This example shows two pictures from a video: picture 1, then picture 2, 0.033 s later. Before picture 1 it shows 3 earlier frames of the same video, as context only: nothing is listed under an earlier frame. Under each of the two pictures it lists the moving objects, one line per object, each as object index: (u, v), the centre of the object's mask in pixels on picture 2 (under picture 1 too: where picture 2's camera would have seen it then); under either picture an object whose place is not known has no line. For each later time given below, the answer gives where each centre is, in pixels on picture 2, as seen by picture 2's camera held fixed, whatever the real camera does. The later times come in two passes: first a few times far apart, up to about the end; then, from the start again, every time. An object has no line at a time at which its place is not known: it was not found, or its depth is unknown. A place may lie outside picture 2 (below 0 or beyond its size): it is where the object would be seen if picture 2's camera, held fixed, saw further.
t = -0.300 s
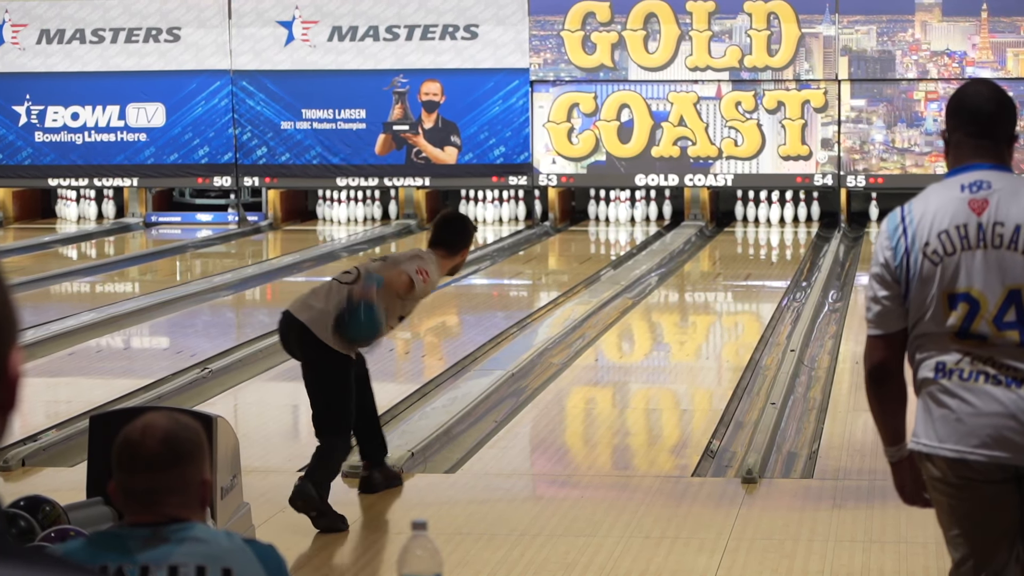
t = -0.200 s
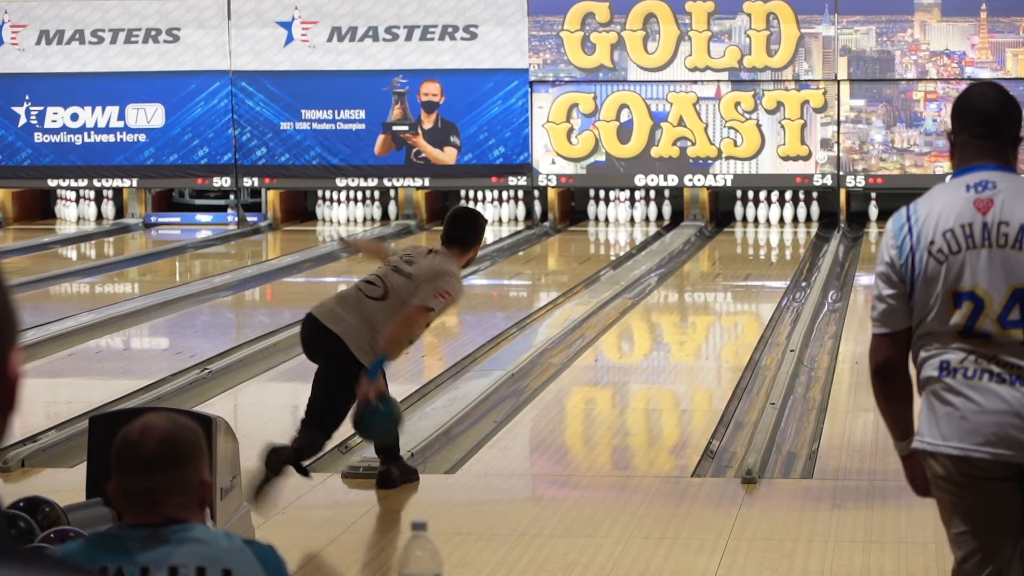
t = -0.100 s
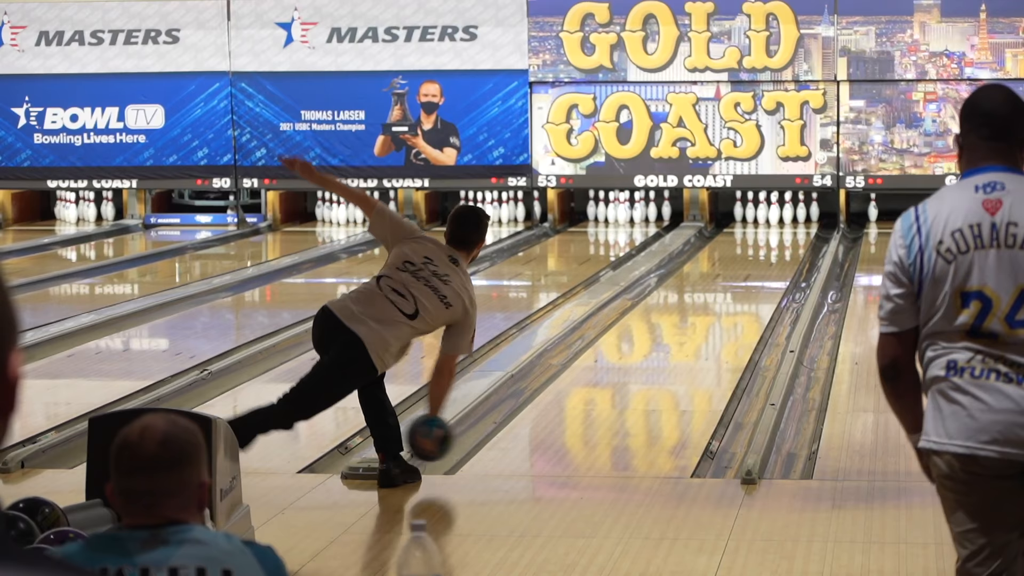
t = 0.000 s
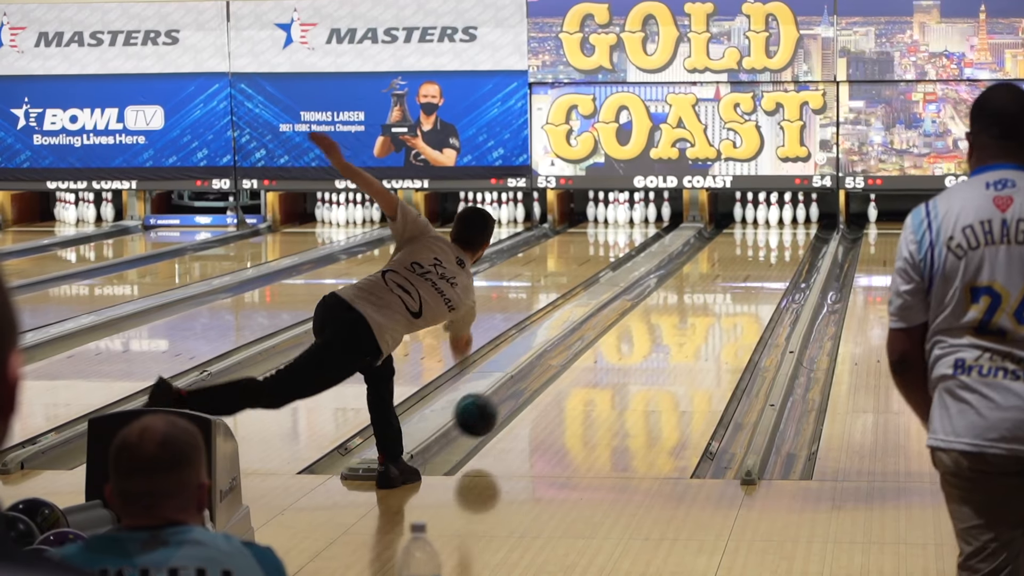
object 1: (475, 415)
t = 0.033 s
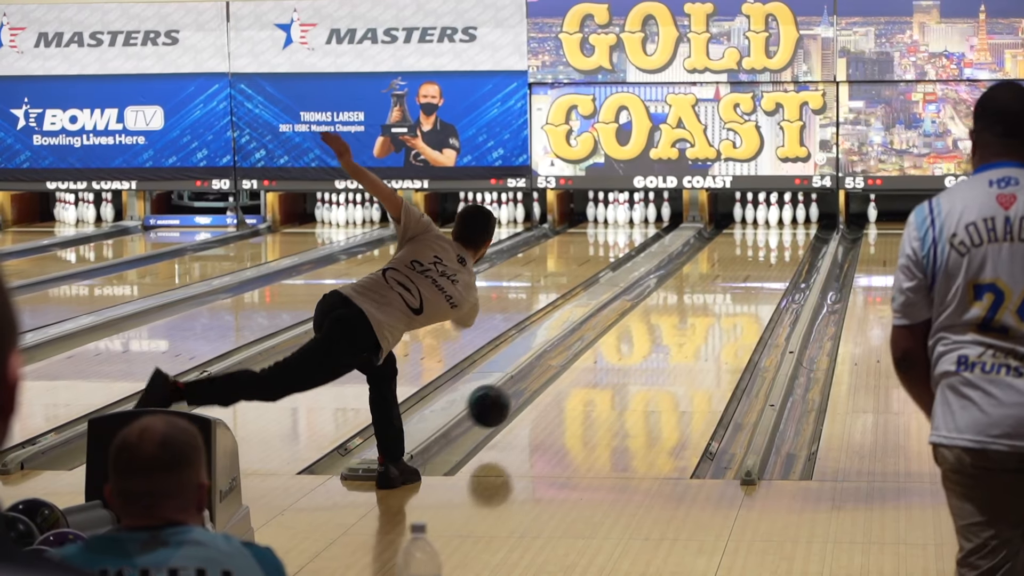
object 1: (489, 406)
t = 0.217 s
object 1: (552, 385)
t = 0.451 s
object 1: (614, 349)
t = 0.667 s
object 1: (659, 322)
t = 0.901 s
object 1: (698, 299)
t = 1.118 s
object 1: (727, 282)
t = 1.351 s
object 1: (753, 267)
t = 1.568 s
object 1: (770, 254)
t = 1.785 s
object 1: (781, 243)
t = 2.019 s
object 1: (783, 233)
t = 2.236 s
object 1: (778, 225)
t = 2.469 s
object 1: (773, 217)
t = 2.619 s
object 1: (773, 214)
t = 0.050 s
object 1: (495, 402)
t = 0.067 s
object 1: (501, 399)
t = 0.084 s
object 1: (507, 397)
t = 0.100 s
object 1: (513, 395)
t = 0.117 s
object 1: (519, 394)
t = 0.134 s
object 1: (525, 393)
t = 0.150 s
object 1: (530, 393)
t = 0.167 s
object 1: (536, 393)
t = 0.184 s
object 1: (541, 393)
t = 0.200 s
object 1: (546, 388)
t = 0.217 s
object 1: (552, 385)
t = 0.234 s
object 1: (556, 382)
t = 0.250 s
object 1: (561, 380)
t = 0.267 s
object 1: (566, 377)
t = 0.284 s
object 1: (571, 375)
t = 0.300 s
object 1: (576, 372)
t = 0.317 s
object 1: (580, 369)
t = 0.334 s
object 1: (585, 366)
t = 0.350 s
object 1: (589, 364)
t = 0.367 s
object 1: (593, 361)
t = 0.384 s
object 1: (598, 359)
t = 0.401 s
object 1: (602, 356)
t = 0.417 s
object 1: (606, 354)
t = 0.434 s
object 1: (610, 351)
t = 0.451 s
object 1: (614, 349)
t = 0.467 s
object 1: (618, 347)
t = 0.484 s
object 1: (621, 344)
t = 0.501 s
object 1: (625, 342)
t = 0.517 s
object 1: (629, 340)
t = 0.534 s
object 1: (632, 338)
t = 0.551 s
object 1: (636, 336)
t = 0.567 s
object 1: (639, 333)
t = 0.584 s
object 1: (643, 331)
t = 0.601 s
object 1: (646, 329)
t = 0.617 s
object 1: (649, 327)
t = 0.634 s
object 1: (653, 326)
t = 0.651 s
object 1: (656, 324)
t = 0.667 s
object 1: (659, 322)
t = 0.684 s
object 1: (662, 320)
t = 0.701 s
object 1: (665, 318)
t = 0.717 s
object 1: (668, 317)
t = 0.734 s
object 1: (671, 315)
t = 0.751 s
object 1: (674, 313)
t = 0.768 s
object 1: (677, 311)
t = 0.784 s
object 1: (679, 310)
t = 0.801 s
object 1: (683, 308)
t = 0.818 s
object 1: (685, 307)
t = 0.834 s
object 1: (688, 305)
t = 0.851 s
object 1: (690, 303)
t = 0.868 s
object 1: (693, 302)
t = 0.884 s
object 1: (695, 301)
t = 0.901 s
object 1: (698, 299)
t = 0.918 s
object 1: (701, 298)
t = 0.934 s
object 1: (703, 296)
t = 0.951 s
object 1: (705, 295)
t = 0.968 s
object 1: (708, 293)
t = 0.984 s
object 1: (710, 292)
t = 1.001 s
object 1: (712, 291)
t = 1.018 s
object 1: (715, 289)
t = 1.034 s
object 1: (717, 288)
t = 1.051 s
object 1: (719, 287)
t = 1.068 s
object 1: (721, 286)
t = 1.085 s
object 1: (723, 284)
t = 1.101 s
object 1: (725, 283)
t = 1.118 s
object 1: (727, 282)
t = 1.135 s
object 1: (729, 281)
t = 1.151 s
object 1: (732, 280)
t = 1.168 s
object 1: (734, 279)
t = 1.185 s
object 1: (736, 277)
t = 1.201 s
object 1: (737, 276)
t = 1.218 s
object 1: (739, 275)
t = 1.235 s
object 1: (741, 274)
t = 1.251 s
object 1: (743, 273)
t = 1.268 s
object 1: (744, 272)
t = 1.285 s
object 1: (746, 271)
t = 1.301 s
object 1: (748, 270)
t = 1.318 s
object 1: (750, 269)
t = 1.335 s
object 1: (751, 268)
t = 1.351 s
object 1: (753, 267)
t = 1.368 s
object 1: (754, 266)
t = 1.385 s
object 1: (756, 265)
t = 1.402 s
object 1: (758, 264)
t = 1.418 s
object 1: (759, 263)
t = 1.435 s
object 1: (760, 262)
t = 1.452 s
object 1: (762, 261)
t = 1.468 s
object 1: (763, 260)
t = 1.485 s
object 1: (764, 259)
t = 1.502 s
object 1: (766, 258)
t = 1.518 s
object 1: (767, 257)
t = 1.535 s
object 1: (768, 256)
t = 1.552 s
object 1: (769, 255)
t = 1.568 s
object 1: (770, 254)
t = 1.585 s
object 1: (771, 253)
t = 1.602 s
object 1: (772, 252)
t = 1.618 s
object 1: (773, 252)
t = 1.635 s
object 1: (774, 251)
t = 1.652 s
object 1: (775, 250)
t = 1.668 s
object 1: (776, 249)
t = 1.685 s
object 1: (777, 248)
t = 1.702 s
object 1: (778, 248)
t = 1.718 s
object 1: (778, 247)
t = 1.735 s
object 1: (779, 246)
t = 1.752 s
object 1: (780, 245)
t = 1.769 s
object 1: (780, 244)
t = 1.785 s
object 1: (781, 243)
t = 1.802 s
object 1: (781, 243)
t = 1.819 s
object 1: (782, 242)
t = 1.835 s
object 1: (782, 241)
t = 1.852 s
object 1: (783, 240)
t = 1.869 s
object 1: (783, 240)
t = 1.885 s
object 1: (783, 239)
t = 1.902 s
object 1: (783, 238)
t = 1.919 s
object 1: (784, 237)
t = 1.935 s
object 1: (784, 236)
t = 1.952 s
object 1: (784, 236)
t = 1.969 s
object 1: (784, 235)
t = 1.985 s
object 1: (784, 235)
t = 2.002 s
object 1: (783, 234)
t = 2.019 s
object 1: (783, 233)
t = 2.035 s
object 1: (783, 232)
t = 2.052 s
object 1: (783, 232)
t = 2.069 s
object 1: (783, 231)
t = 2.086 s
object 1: (783, 230)
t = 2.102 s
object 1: (782, 230)
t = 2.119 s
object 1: (782, 229)
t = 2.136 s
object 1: (781, 229)
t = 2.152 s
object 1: (781, 228)
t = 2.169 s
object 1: (780, 227)
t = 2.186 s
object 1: (780, 227)
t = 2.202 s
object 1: (779, 226)
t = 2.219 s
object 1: (779, 226)
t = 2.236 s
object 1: (778, 225)
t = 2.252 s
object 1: (778, 224)
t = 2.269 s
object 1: (777, 224)
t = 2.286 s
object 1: (777, 223)
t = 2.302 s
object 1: (777, 222)
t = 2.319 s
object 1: (776, 222)
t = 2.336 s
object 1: (776, 221)
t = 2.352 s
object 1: (775, 221)
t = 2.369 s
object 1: (775, 220)
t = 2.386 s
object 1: (774, 219)
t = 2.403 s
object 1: (774, 219)
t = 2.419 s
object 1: (774, 218)
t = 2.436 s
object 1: (773, 218)
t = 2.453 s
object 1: (773, 217)
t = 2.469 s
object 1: (773, 217)
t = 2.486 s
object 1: (772, 217)
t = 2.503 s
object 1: (773, 217)
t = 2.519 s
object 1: (773, 217)
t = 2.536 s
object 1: (773, 216)
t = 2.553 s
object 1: (772, 216)
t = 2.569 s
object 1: (773, 216)
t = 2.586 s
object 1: (773, 215)
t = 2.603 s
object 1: (773, 215)
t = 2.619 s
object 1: (773, 214)
